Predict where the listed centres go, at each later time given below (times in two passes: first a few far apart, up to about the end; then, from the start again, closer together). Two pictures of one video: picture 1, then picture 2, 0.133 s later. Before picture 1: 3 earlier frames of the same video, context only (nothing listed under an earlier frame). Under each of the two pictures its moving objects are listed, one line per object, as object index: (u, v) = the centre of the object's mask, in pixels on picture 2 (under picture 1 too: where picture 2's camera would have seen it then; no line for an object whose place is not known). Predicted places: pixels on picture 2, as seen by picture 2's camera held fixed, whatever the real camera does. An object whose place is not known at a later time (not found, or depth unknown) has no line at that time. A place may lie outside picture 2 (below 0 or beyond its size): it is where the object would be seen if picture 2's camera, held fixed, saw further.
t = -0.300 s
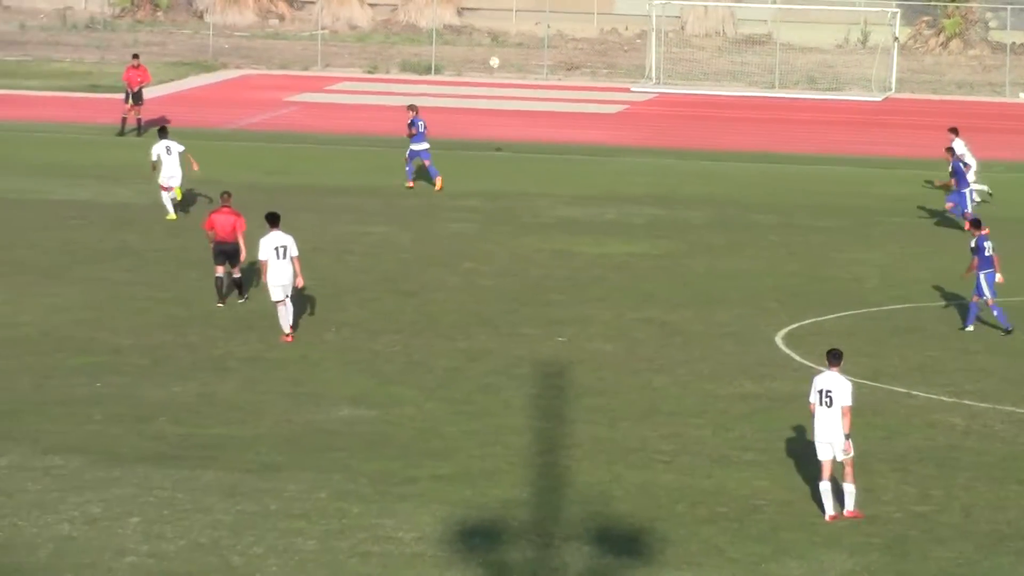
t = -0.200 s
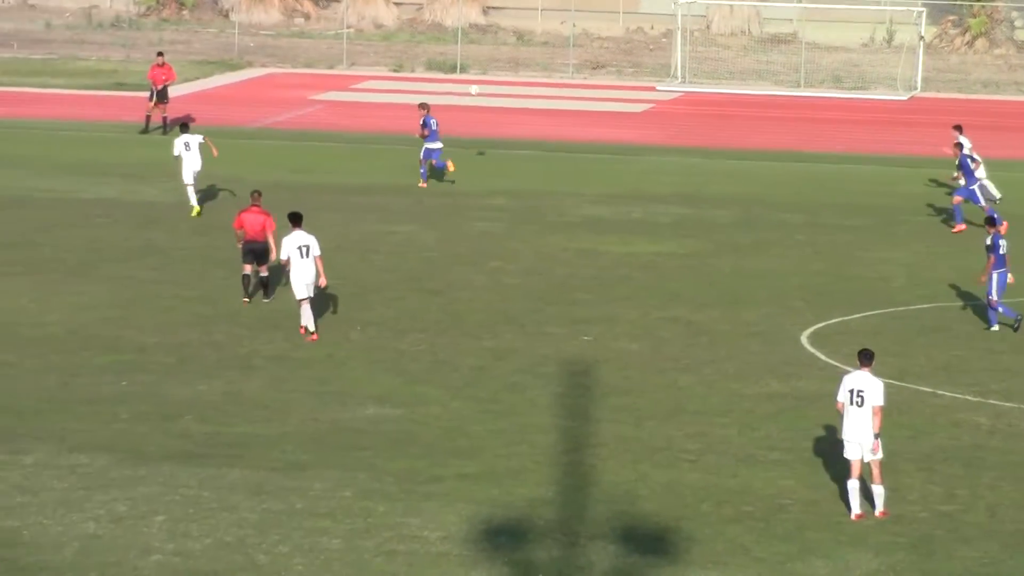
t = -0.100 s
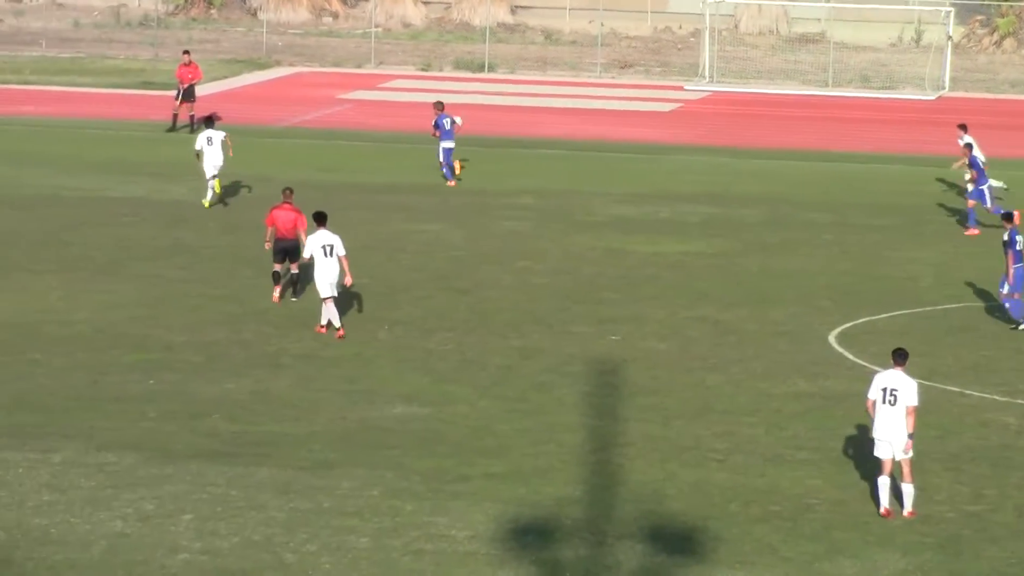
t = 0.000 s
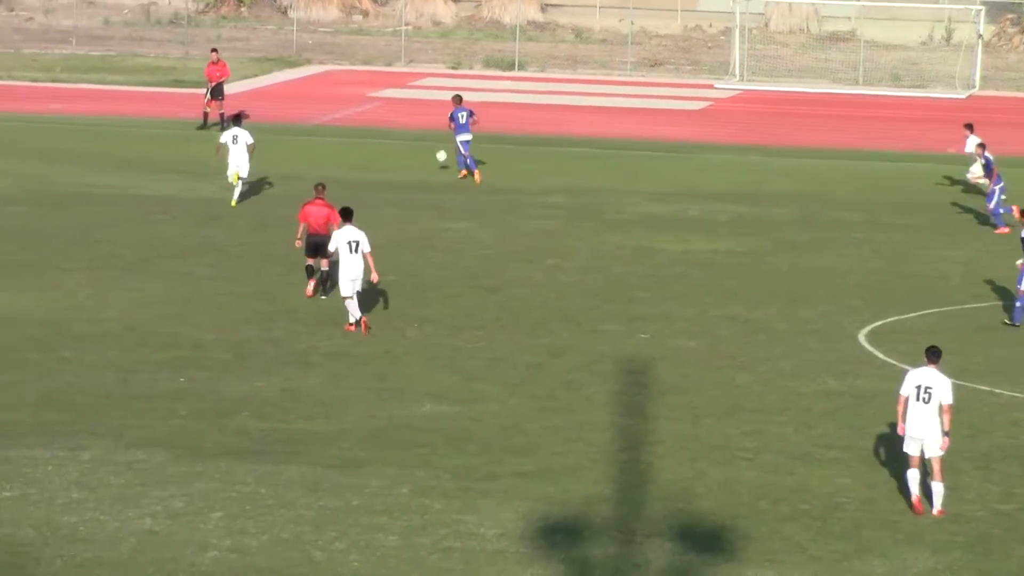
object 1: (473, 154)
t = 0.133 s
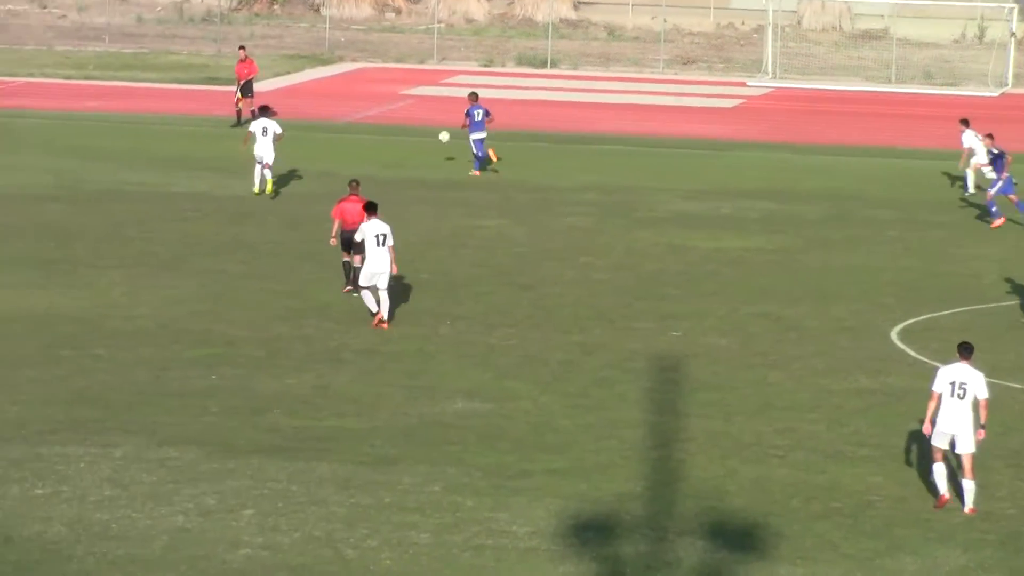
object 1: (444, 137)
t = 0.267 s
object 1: (424, 106)
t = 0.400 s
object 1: (403, 85)
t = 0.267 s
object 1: (424, 106)
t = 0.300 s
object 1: (419, 100)
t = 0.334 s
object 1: (413, 94)
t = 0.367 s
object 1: (408, 89)
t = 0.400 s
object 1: (403, 85)
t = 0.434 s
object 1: (398, 81)
